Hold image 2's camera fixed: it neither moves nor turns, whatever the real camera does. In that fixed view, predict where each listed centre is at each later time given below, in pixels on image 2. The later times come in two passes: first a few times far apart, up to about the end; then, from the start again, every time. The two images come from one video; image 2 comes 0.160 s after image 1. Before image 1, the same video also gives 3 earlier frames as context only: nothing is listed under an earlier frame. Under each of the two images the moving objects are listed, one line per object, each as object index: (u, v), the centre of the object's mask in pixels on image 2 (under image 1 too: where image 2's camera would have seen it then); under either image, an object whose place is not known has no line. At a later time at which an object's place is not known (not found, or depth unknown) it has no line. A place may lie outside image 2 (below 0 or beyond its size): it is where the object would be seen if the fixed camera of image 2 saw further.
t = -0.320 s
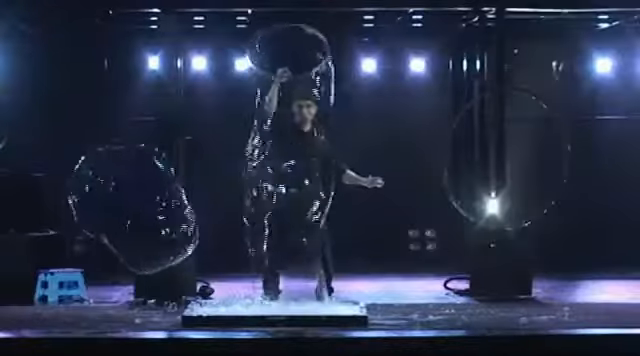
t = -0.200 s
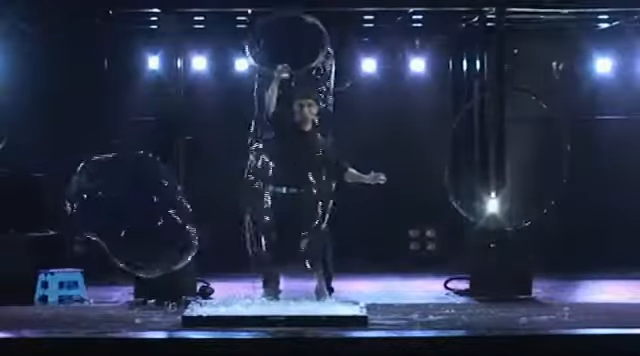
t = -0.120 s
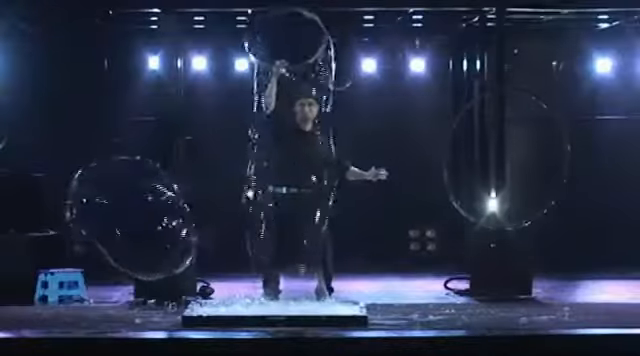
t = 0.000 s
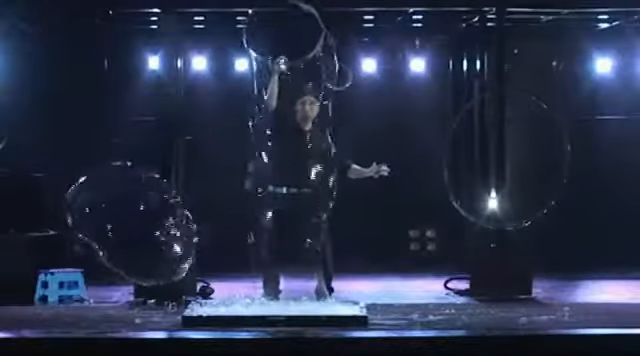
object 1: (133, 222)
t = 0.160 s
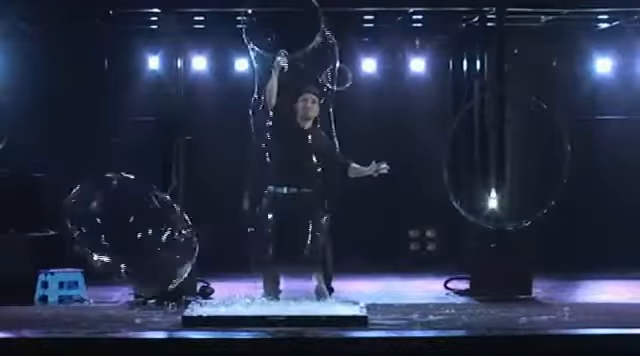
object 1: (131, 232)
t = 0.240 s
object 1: (131, 236)
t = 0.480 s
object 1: (126, 244)
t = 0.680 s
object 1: (123, 248)
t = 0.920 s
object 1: (120, 256)
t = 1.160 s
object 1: (118, 260)
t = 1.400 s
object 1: (115, 261)
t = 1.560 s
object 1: (117, 261)
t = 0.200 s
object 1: (131, 233)
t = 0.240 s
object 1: (131, 236)
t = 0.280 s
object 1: (130, 238)
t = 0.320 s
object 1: (130, 239)
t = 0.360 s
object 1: (129, 240)
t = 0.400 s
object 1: (127, 241)
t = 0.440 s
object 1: (127, 242)
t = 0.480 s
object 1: (126, 244)
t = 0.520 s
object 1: (125, 245)
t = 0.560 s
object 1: (125, 246)
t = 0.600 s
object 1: (125, 246)
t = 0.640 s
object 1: (124, 247)
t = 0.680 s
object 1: (123, 248)
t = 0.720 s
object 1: (123, 248)
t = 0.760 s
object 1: (121, 251)
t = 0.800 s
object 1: (122, 251)
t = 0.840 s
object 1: (121, 252)
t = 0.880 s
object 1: (121, 252)
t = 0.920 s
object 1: (120, 256)
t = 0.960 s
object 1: (120, 257)
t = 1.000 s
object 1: (119, 258)
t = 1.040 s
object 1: (120, 258)
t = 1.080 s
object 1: (119, 260)
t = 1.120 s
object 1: (118, 259)
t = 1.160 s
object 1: (118, 260)
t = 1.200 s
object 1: (117, 260)
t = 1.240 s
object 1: (117, 261)
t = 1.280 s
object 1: (116, 261)
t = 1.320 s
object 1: (116, 262)
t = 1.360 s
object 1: (115, 261)
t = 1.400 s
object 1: (115, 261)
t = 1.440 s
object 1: (116, 262)
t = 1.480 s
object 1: (118, 261)
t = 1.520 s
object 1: (117, 261)
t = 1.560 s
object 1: (117, 261)
